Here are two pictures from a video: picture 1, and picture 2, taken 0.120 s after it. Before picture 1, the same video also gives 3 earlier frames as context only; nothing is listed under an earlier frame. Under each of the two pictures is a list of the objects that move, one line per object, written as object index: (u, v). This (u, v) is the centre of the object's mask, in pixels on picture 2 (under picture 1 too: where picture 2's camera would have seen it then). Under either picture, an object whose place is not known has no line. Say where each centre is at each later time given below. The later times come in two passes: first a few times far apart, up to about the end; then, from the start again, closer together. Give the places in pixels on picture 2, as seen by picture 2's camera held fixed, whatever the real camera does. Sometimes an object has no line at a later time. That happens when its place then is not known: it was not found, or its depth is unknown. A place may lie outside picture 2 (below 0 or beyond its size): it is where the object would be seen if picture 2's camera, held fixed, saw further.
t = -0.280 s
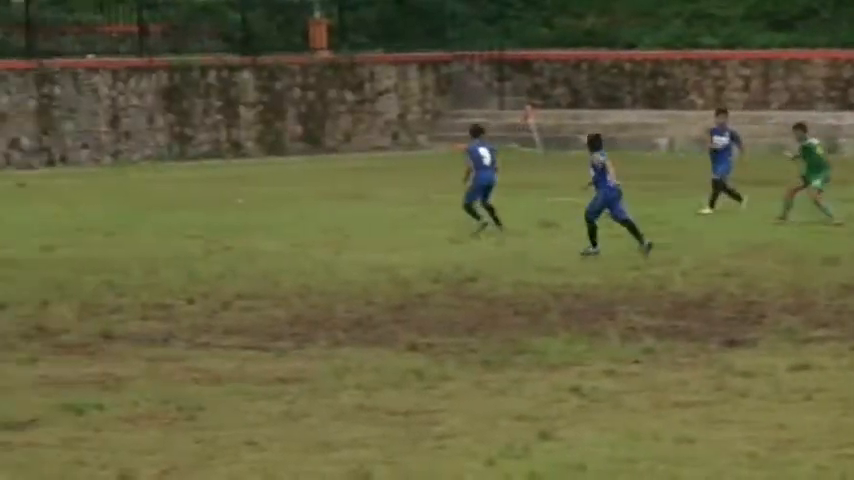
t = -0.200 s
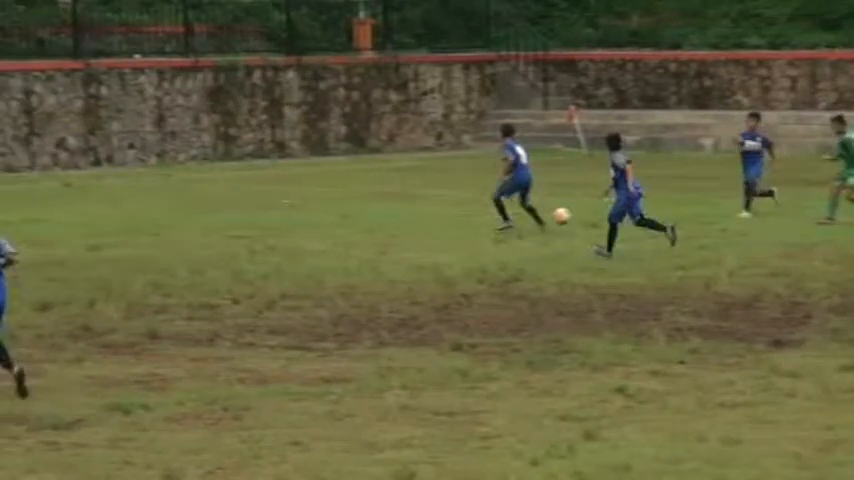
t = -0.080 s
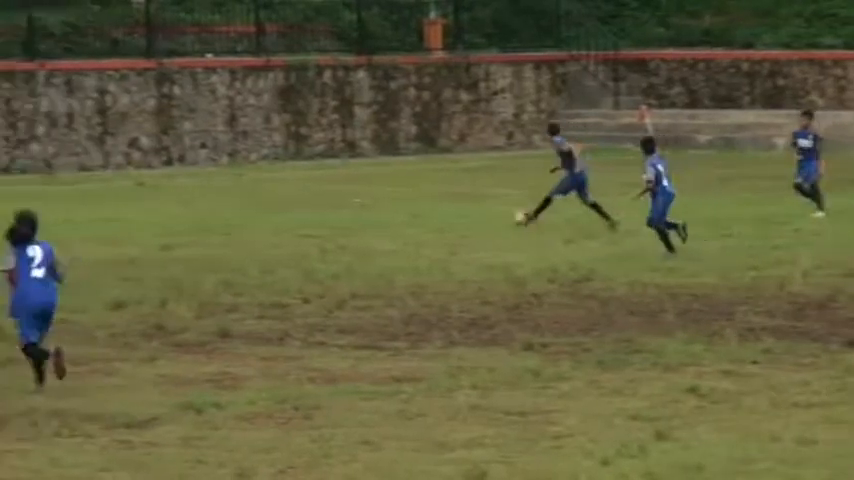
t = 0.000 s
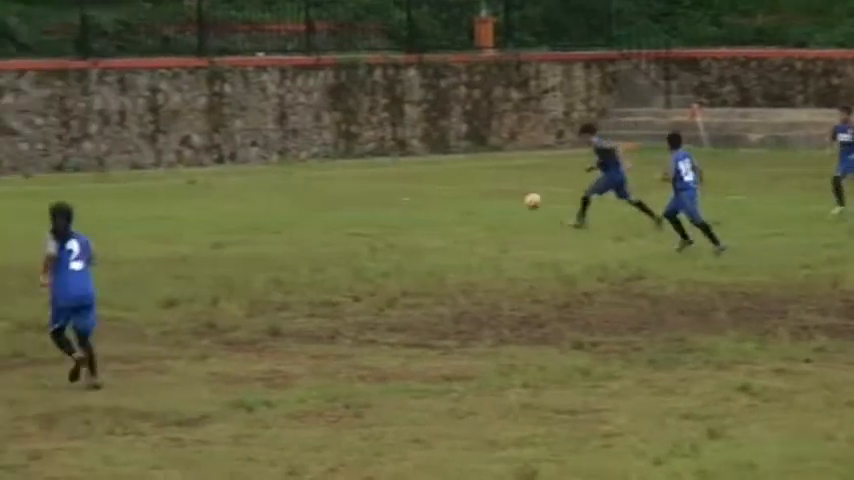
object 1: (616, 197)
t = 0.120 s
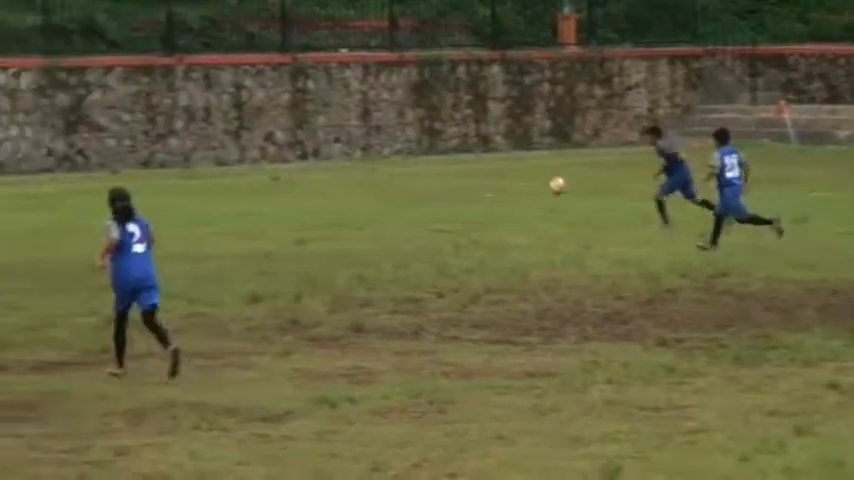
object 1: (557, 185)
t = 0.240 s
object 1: (501, 184)
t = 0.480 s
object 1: (391, 212)
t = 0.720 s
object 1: (304, 187)
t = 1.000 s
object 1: (208, 199)
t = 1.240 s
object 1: (130, 189)
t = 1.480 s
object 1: (53, 195)
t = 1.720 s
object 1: (-22, 193)
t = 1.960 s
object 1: (-94, 192)
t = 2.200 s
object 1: (-164, 189)
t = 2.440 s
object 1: (-231, 187)
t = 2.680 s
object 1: (-290, 182)
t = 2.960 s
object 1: (-353, 169)
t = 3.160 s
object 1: (-385, 164)
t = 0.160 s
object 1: (538, 183)
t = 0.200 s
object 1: (519, 183)
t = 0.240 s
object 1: (501, 184)
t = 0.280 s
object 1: (482, 186)
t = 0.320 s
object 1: (462, 189)
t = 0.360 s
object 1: (444, 194)
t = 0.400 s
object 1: (426, 199)
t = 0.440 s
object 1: (407, 206)
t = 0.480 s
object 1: (391, 212)
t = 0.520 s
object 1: (375, 206)
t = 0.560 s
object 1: (361, 200)
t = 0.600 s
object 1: (347, 194)
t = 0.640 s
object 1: (333, 191)
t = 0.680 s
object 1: (319, 189)
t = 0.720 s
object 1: (304, 187)
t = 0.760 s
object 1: (290, 187)
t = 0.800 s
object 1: (277, 188)
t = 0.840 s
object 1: (262, 191)
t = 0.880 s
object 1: (249, 195)
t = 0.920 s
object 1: (236, 201)
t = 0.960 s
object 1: (222, 204)
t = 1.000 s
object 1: (208, 199)
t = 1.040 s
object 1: (194, 194)
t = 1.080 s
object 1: (182, 191)
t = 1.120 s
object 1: (169, 188)
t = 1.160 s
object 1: (156, 187)
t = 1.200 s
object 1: (143, 188)
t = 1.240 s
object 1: (130, 189)
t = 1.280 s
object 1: (117, 190)
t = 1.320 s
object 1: (104, 195)
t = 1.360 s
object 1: (92, 200)
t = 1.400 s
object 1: (79, 200)
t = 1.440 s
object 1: (66, 197)
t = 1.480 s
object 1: (53, 195)
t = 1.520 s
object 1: (40, 194)
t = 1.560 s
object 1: (27, 193)
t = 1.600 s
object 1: (15, 194)
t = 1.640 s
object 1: (2, 197)
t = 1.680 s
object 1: (-10, 195)
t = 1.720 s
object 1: (-22, 193)
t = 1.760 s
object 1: (-35, 191)
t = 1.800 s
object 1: (-46, 189)
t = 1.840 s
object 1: (-58, 189)
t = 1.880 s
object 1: (-71, 191)
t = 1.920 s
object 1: (-82, 192)
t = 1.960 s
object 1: (-94, 192)
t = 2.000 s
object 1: (-107, 188)
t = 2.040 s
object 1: (-117, 186)
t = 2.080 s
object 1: (-129, 185)
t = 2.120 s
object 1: (-140, 185)
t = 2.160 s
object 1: (-153, 188)
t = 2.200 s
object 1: (-164, 189)
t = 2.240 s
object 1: (-175, 189)
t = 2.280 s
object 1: (-187, 188)
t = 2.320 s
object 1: (-196, 186)
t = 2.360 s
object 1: (-210, 187)
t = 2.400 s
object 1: (-220, 187)
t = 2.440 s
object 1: (-231, 187)
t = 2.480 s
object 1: (-241, 186)
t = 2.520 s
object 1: (-251, 185)
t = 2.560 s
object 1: (-261, 183)
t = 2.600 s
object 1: (-273, 183)
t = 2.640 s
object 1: (-282, 182)
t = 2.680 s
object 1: (-290, 182)
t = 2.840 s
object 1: (-335, 178)
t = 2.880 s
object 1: (-341, 178)
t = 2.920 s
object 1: (-348, 172)
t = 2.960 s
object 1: (-353, 169)
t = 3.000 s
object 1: (-360, 167)
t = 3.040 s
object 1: (-366, 163)
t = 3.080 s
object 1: (-372, 162)
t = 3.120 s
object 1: (-379, 162)
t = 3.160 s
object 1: (-385, 164)
